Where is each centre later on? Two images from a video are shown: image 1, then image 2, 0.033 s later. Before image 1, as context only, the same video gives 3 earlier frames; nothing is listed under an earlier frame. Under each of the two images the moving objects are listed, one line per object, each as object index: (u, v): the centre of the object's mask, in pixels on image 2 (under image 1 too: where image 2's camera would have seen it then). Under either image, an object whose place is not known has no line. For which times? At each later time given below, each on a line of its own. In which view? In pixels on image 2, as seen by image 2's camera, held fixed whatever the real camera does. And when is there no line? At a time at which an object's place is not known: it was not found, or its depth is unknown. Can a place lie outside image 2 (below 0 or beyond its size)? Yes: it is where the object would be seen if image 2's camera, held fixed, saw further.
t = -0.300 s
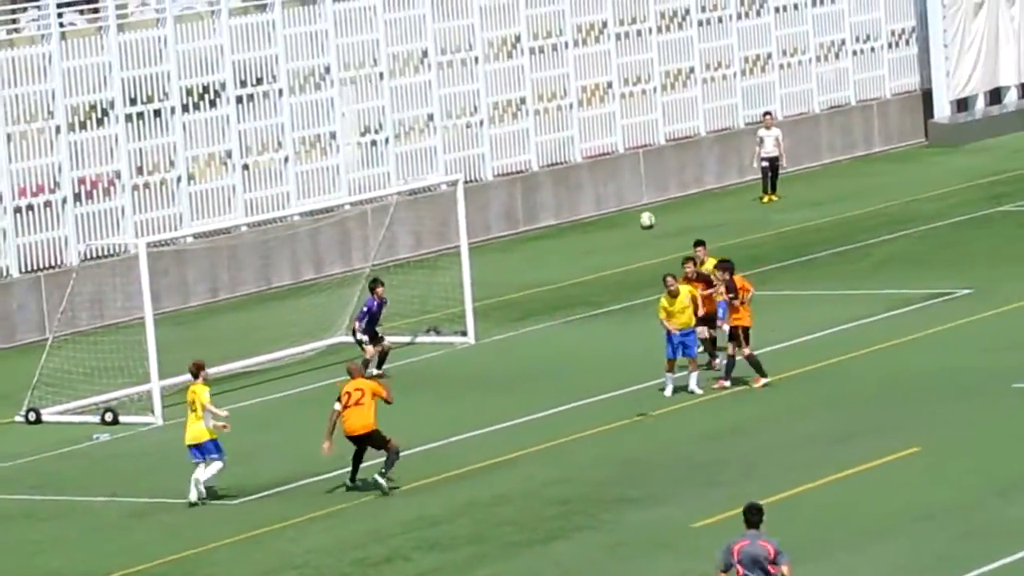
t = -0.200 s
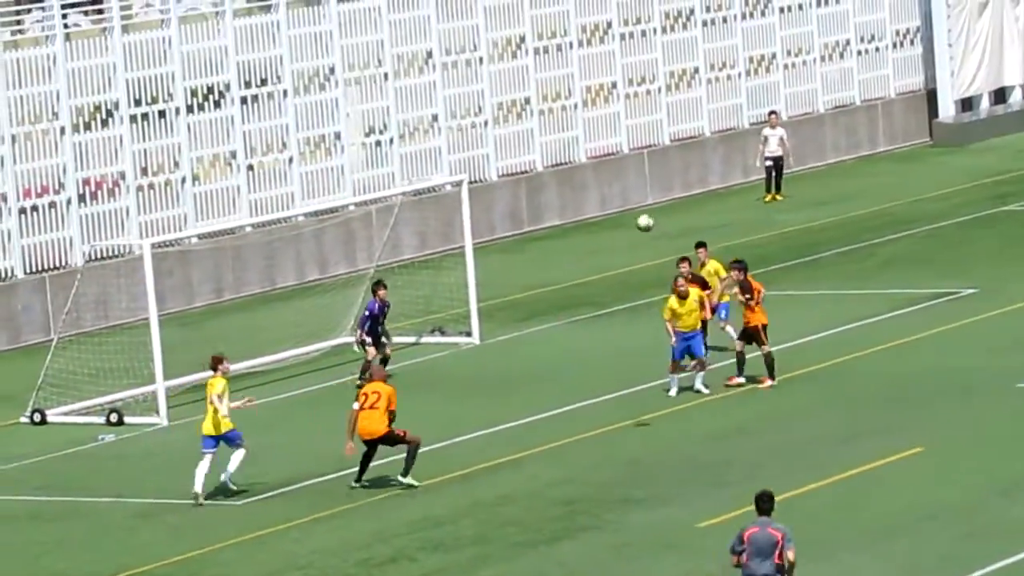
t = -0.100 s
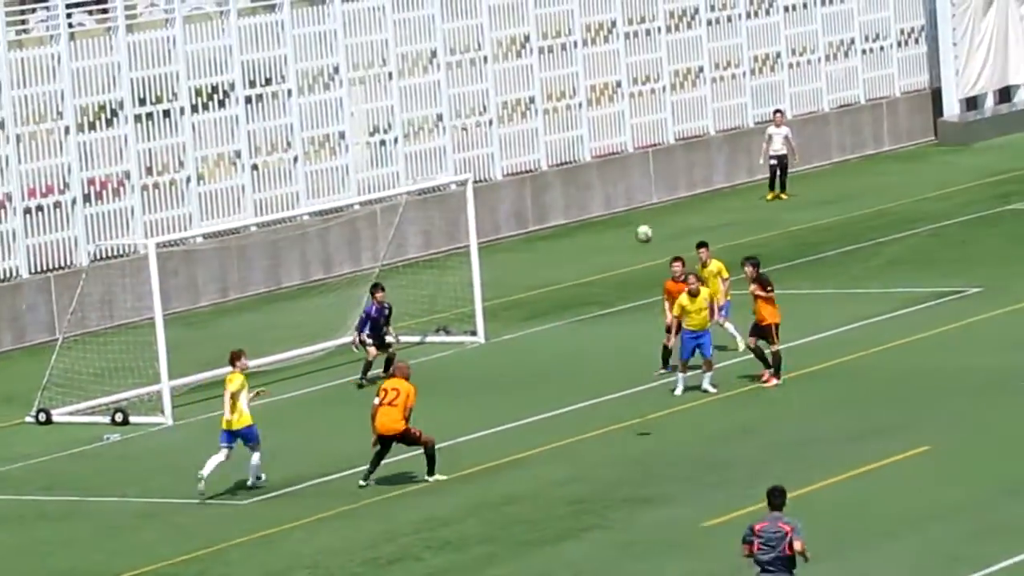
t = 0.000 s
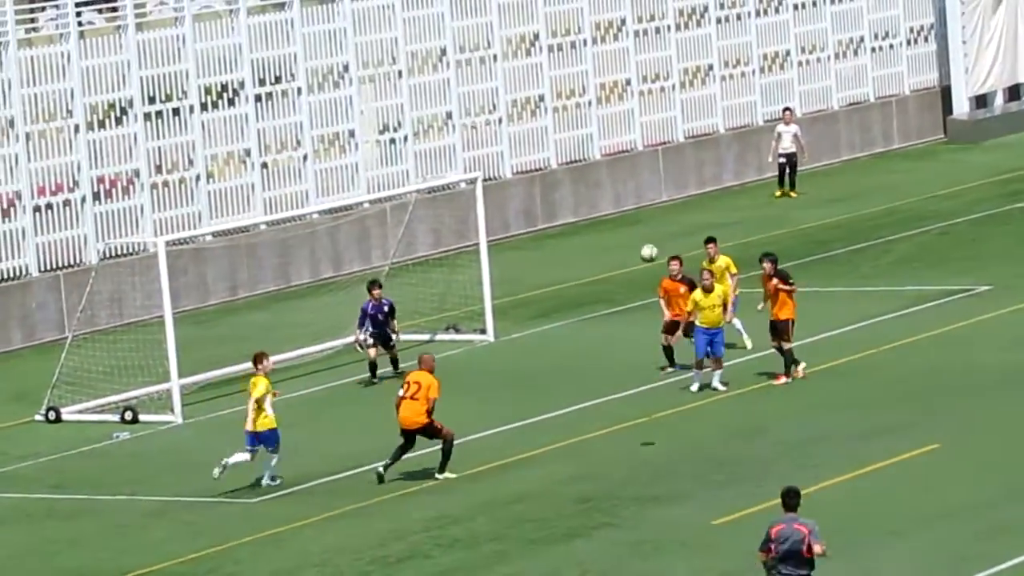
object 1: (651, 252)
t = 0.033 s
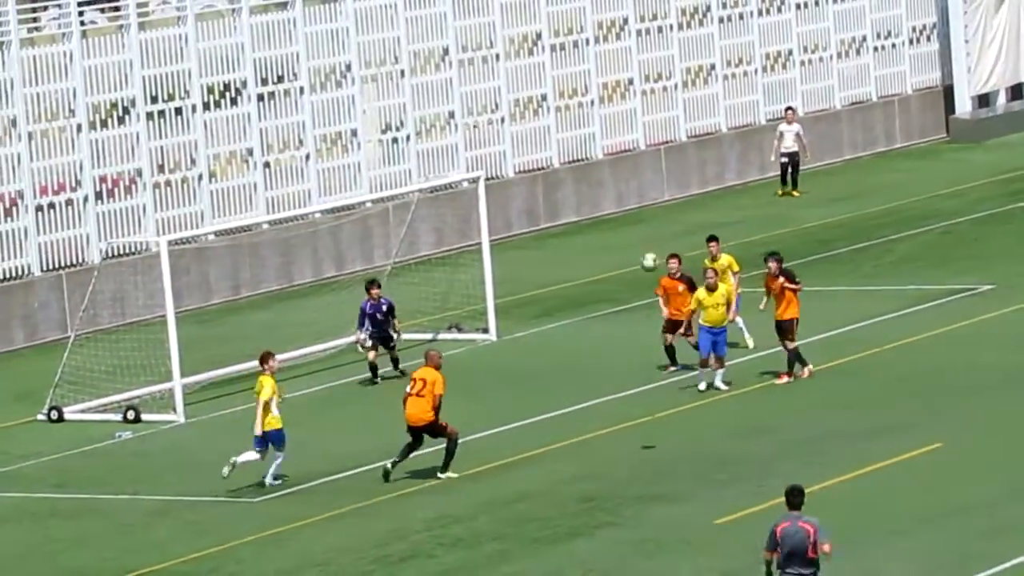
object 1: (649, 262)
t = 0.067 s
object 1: (648, 271)
